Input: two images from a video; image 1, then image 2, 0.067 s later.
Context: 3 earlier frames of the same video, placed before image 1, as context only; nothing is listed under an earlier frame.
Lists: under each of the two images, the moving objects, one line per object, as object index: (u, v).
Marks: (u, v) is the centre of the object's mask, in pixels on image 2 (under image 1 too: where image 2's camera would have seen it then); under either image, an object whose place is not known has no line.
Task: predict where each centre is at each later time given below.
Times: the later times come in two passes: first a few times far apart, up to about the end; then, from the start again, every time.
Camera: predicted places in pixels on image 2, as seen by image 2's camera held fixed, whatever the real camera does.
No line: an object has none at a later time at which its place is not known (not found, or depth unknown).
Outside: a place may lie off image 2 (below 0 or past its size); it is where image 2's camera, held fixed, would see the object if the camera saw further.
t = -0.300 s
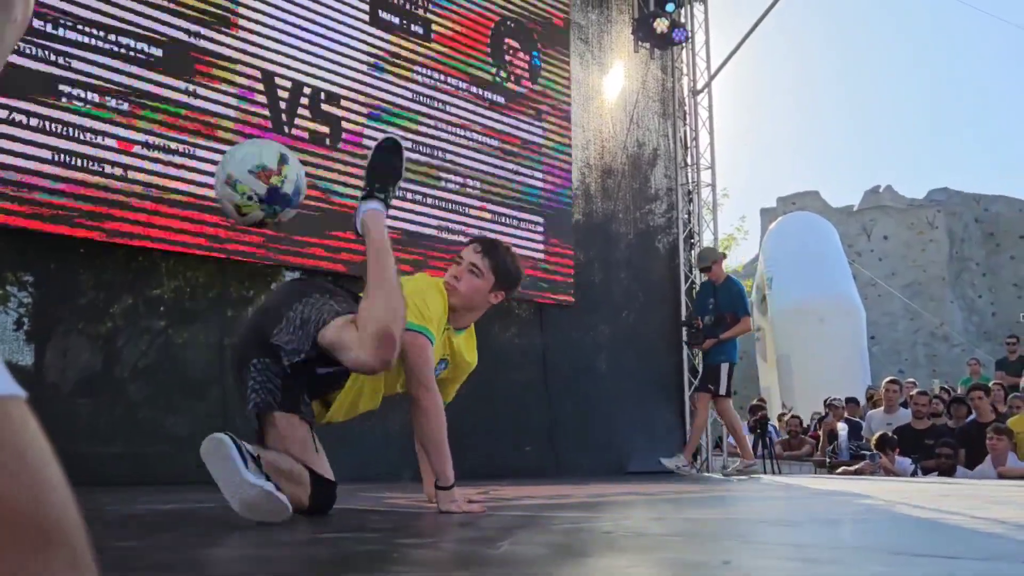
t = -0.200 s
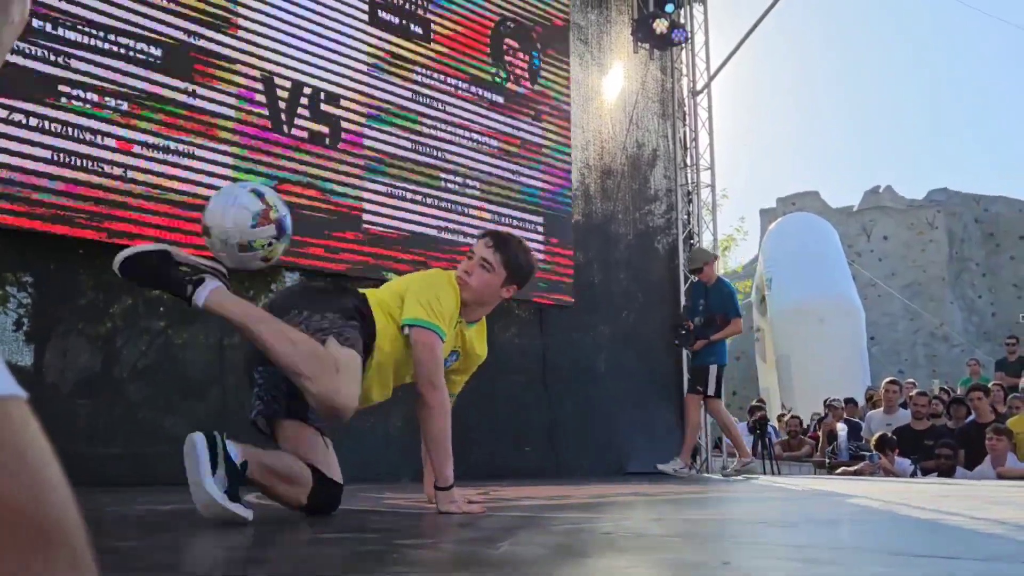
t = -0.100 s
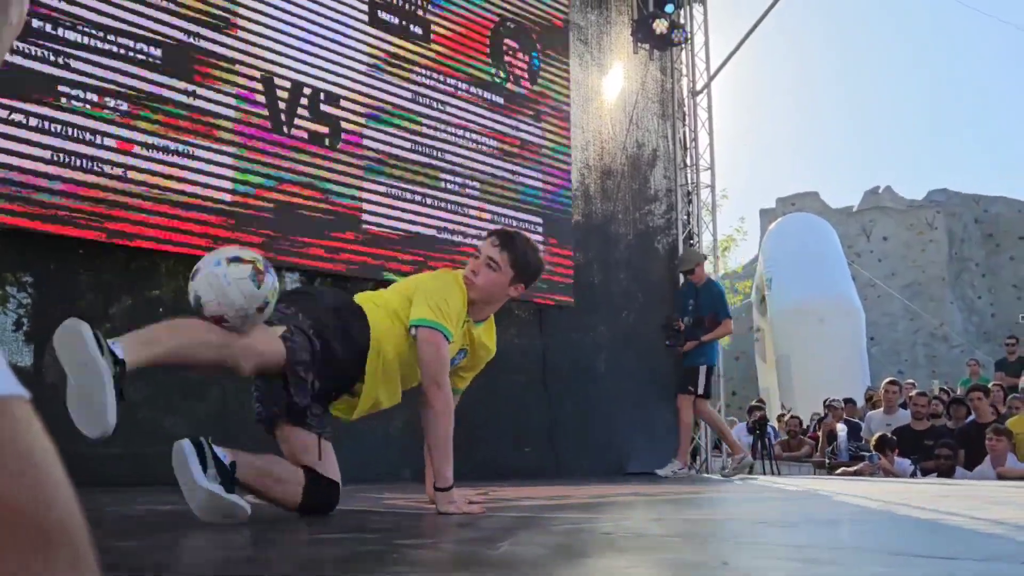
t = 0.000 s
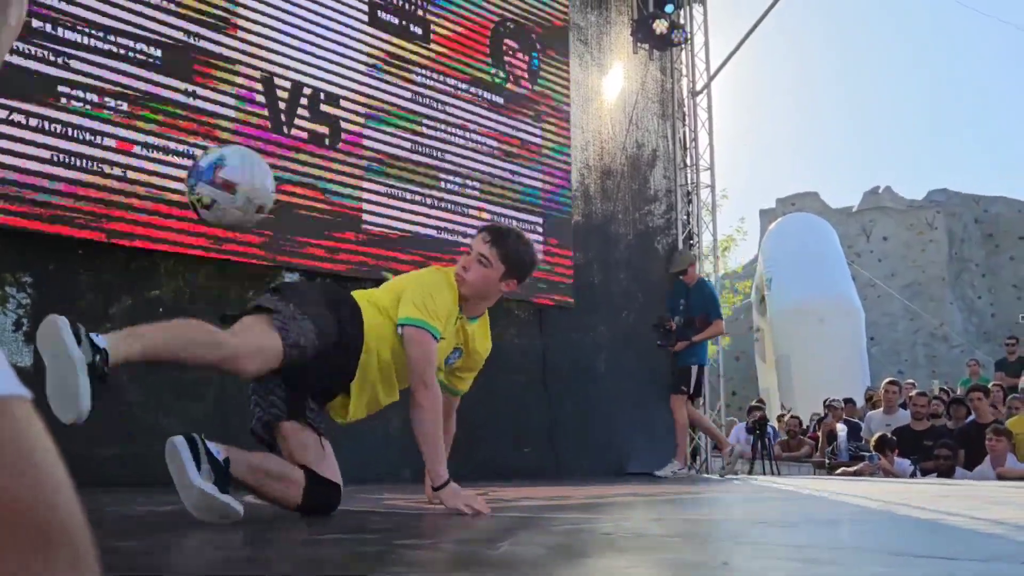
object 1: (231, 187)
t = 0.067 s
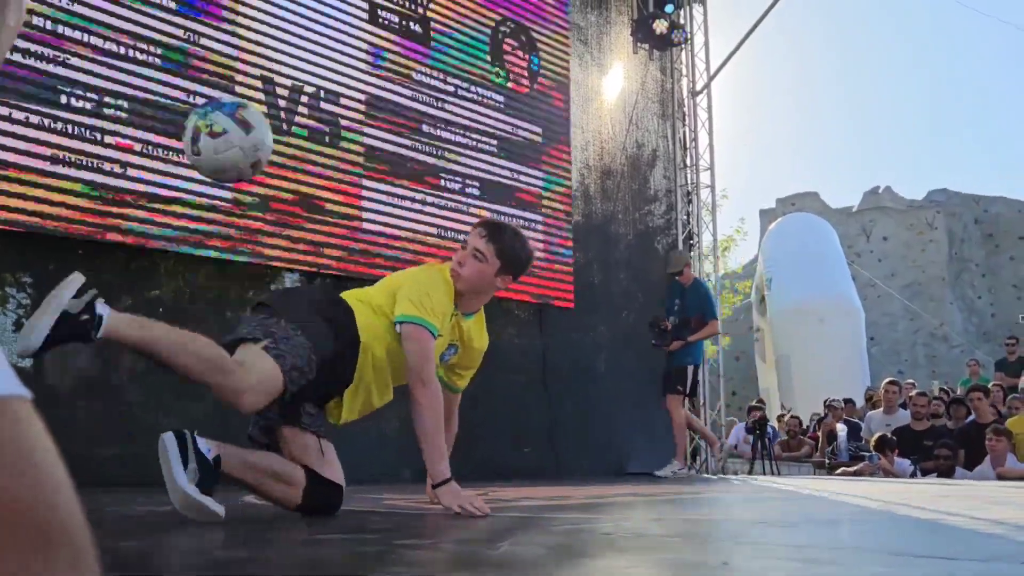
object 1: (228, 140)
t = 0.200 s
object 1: (220, 94)
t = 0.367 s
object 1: (209, 129)
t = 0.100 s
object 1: (226, 122)
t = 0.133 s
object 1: (224, 109)
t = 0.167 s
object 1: (223, 99)
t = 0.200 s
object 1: (220, 94)
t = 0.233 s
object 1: (219, 92)
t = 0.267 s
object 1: (216, 96)
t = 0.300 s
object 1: (213, 102)
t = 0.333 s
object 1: (211, 113)
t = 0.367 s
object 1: (209, 129)
